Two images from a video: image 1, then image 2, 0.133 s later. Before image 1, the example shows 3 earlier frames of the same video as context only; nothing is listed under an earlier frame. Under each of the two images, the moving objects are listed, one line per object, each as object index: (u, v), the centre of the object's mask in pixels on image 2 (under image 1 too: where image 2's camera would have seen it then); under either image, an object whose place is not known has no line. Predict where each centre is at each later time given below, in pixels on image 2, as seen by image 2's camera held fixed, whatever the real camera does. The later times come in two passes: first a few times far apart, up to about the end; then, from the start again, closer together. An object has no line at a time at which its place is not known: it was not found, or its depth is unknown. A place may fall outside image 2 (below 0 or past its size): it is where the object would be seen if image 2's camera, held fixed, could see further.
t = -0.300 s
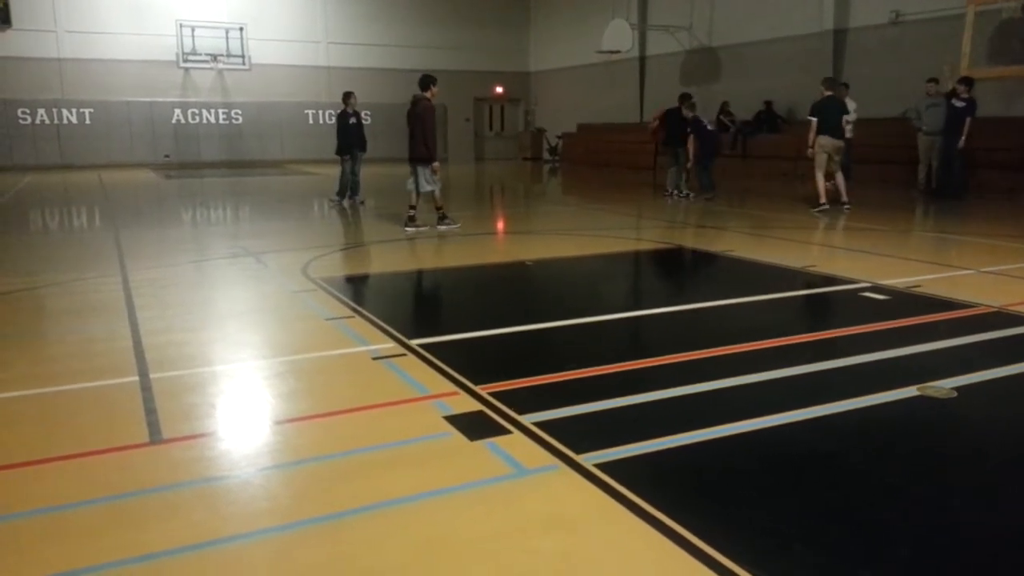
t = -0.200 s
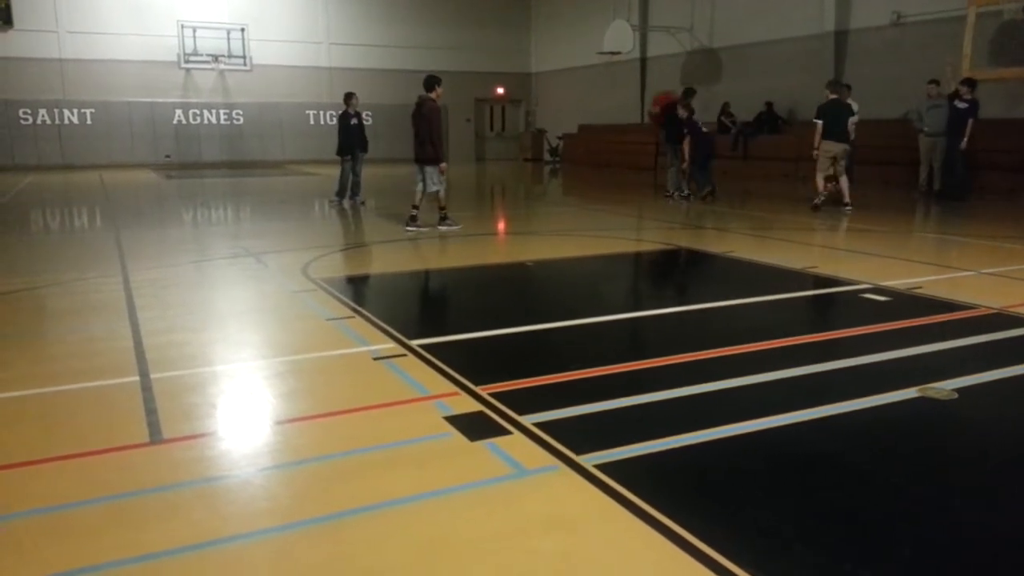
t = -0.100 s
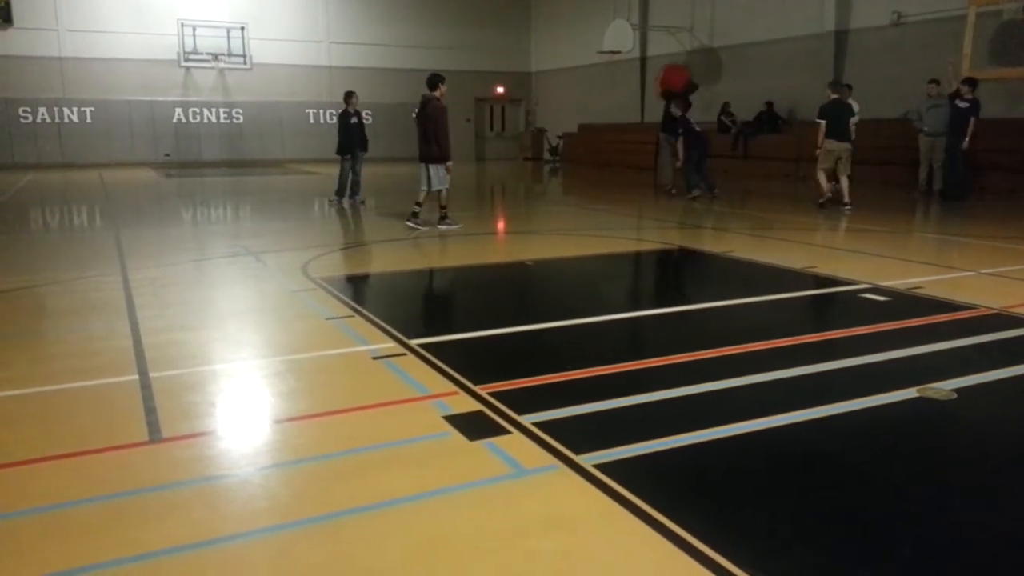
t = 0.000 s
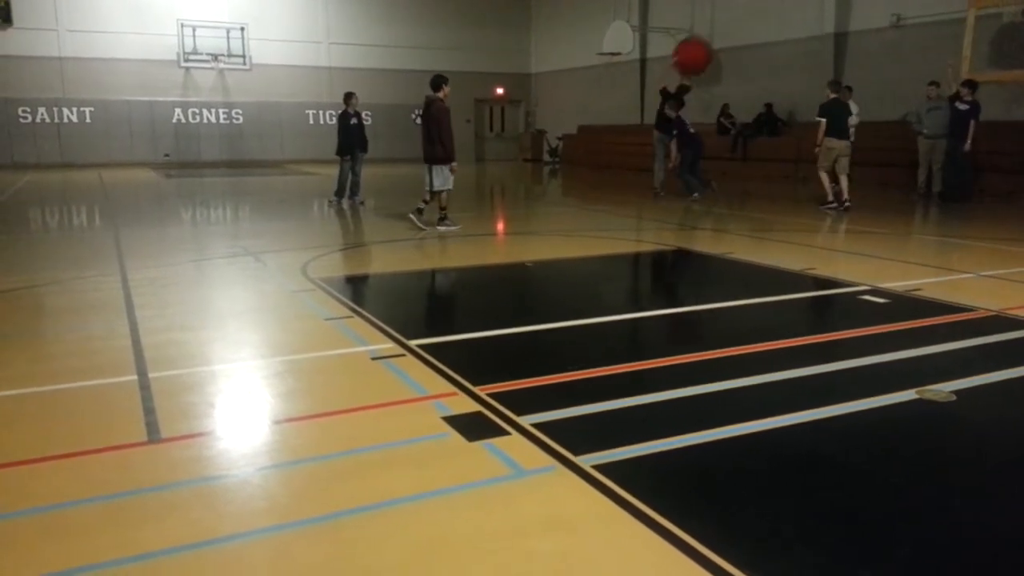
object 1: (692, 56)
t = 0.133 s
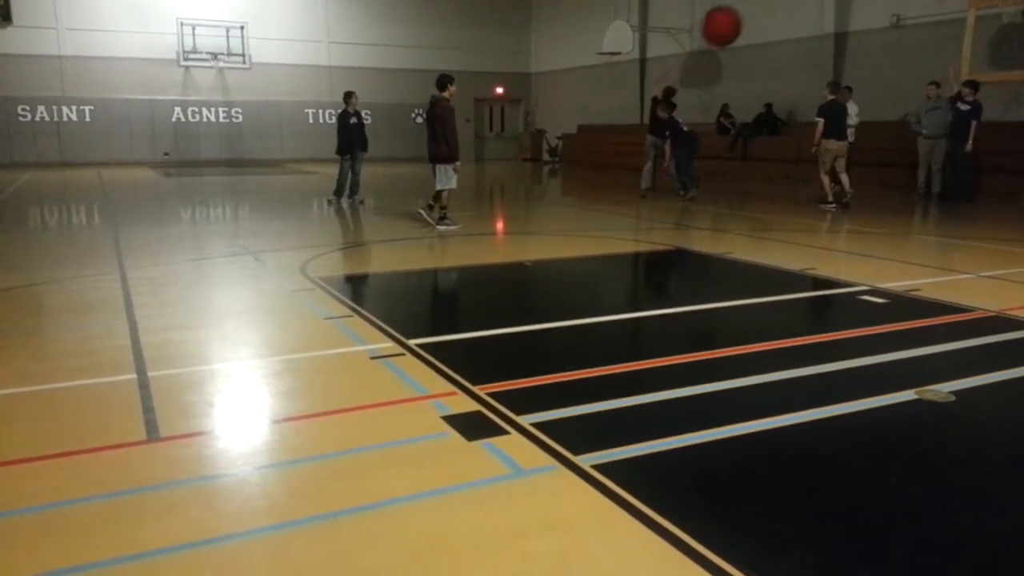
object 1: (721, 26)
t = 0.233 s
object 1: (744, 14)
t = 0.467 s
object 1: (794, 7)
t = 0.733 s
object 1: (853, 25)
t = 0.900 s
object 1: (887, 66)
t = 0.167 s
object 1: (729, 20)
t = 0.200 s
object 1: (736, 17)
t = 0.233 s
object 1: (744, 14)
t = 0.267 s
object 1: (751, 12)
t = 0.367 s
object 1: (773, 8)
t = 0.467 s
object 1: (794, 7)
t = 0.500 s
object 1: (802, 7)
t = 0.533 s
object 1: (809, 8)
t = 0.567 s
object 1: (817, 9)
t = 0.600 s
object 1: (823, 12)
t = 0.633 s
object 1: (831, 14)
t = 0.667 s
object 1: (838, 17)
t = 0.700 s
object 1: (845, 20)
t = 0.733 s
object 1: (853, 25)
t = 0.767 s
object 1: (860, 31)
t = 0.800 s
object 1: (867, 39)
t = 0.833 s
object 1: (873, 47)
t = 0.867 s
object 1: (880, 56)
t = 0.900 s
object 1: (887, 66)
